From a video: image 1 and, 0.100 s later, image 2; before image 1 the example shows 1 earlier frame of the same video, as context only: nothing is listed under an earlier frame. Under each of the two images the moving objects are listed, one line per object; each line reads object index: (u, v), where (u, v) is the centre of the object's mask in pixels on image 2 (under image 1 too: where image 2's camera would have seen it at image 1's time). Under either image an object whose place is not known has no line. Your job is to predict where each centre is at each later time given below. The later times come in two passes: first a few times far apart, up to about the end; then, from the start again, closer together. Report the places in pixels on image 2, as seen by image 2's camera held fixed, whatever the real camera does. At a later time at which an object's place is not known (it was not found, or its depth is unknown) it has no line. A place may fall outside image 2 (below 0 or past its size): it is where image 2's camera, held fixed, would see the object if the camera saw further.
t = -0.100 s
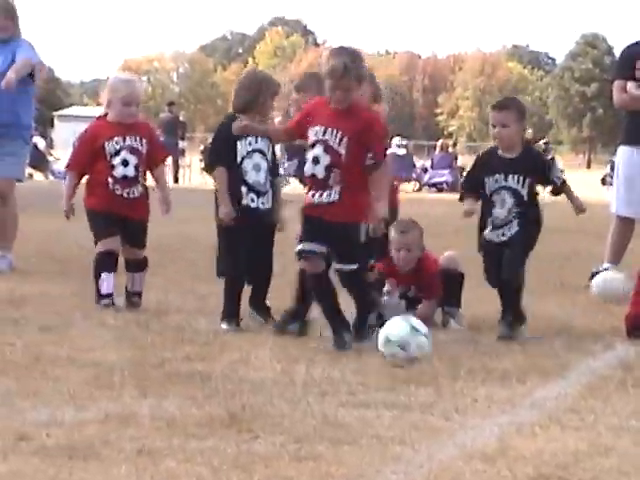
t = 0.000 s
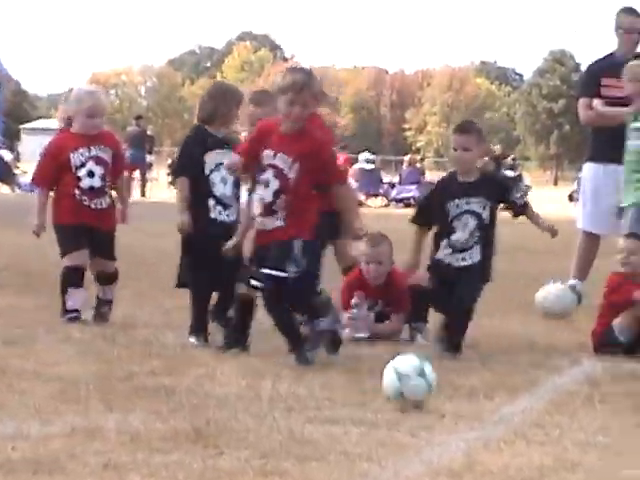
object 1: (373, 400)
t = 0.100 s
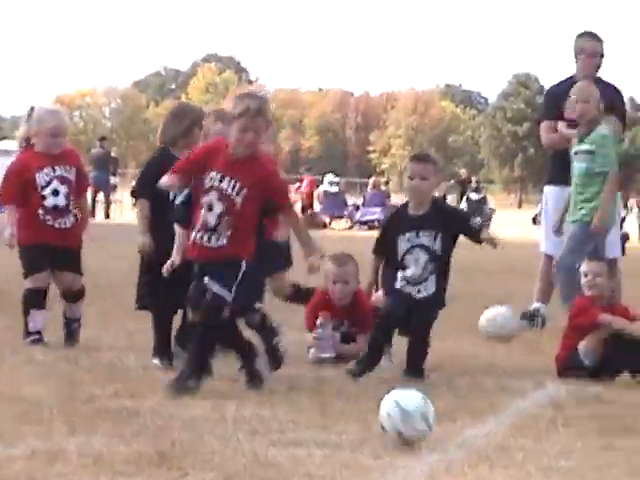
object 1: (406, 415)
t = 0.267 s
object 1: (453, 423)
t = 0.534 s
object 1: (532, 457)
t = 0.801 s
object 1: (621, 475)
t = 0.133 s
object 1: (416, 421)
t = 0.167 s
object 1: (424, 426)
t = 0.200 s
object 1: (435, 425)
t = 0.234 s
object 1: (444, 423)
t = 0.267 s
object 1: (453, 423)
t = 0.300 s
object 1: (462, 428)
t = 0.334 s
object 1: (471, 436)
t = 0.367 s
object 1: (481, 438)
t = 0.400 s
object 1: (492, 444)
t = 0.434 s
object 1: (502, 450)
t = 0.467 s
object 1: (512, 452)
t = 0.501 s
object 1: (521, 455)
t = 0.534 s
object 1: (532, 457)
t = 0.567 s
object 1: (543, 464)
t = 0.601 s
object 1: (554, 467)
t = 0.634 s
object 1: (565, 468)
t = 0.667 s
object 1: (575, 472)
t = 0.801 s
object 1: (621, 475)
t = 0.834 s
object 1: (632, 473)
